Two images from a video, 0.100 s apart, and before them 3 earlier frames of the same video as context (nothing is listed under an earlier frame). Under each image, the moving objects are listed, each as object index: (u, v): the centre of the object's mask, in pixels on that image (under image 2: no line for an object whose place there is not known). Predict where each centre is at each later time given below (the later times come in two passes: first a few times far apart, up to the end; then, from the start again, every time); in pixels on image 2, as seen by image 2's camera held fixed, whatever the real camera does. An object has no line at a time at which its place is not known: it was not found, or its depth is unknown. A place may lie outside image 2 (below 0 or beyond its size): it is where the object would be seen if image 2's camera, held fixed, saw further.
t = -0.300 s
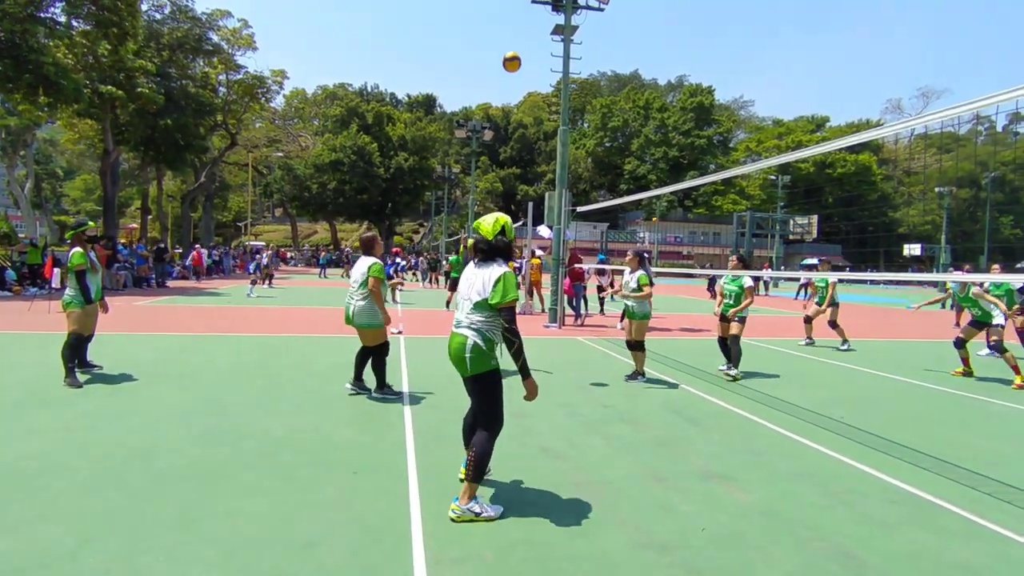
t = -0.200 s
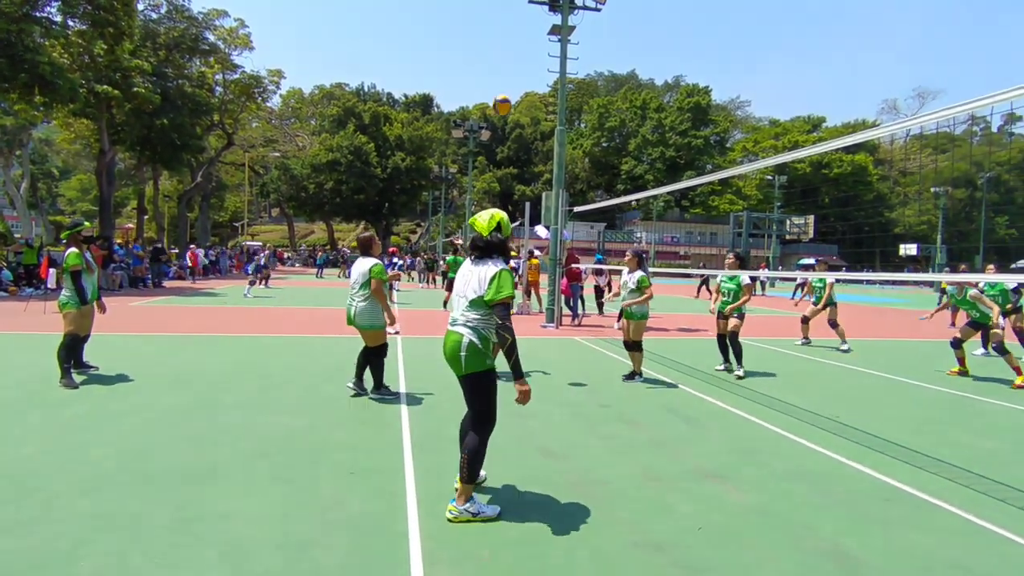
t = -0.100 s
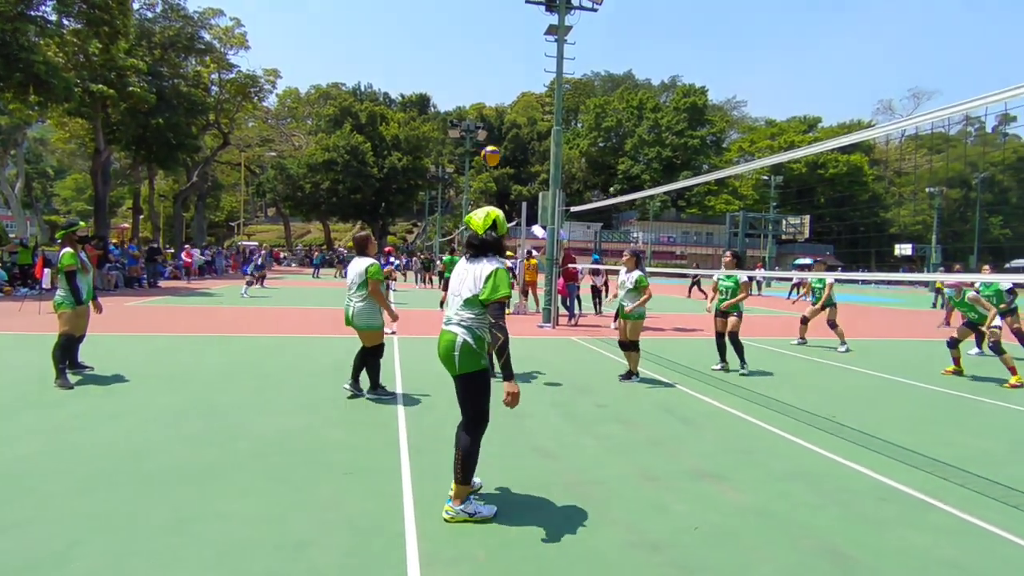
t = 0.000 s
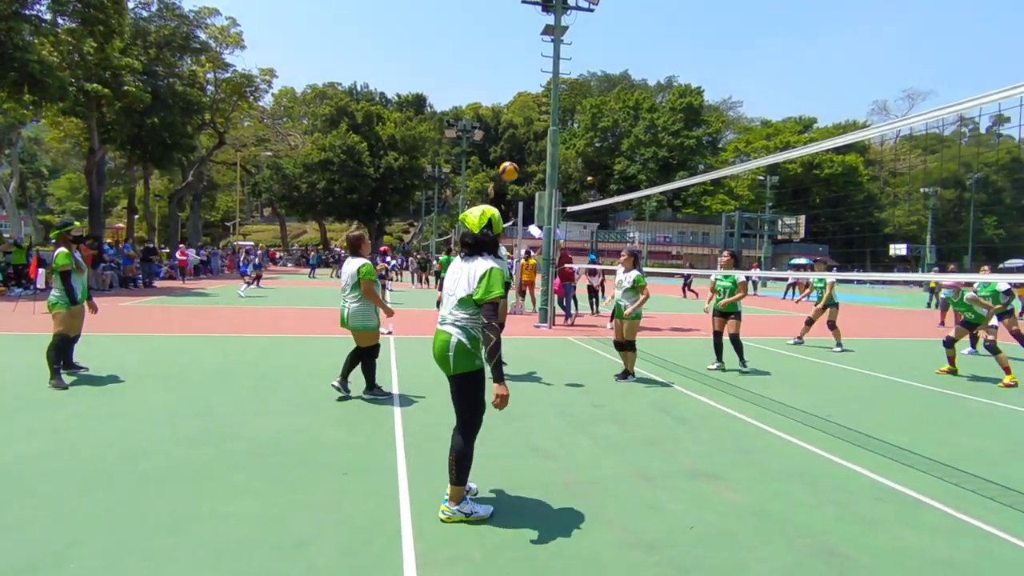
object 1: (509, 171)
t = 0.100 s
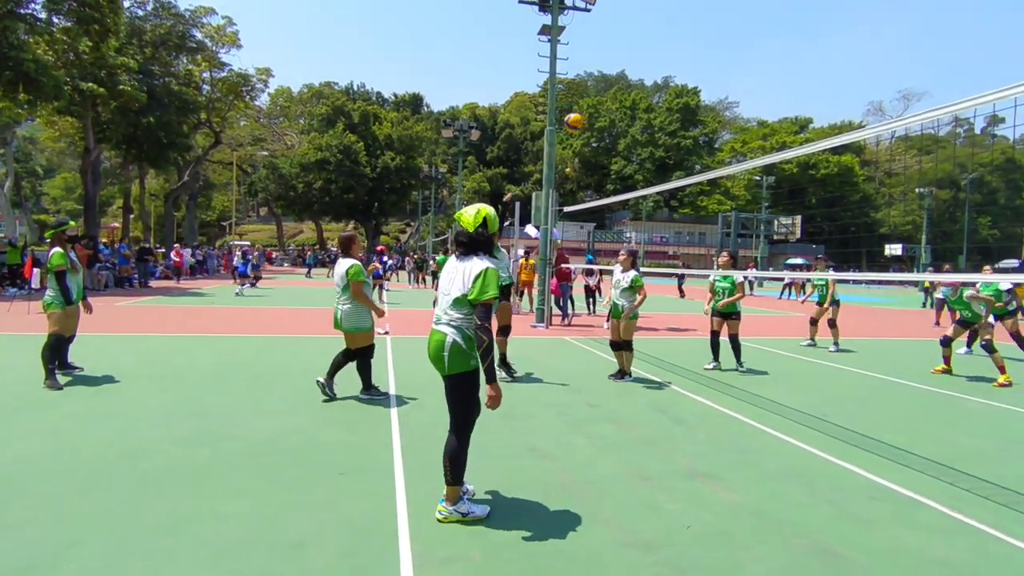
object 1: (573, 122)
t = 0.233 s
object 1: (663, 74)
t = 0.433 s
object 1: (794, 31)
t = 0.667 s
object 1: (936, 32)
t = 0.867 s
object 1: (1045, 70)
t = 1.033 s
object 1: (1121, 134)
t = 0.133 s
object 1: (596, 109)
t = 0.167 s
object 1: (619, 96)
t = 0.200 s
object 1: (641, 84)
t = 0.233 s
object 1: (663, 74)
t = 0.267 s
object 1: (685, 63)
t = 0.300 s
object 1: (707, 55)
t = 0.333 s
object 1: (729, 47)
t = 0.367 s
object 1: (751, 41)
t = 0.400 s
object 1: (773, 36)
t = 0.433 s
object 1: (794, 31)
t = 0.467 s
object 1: (815, 28)
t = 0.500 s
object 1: (835, 26)
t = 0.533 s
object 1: (856, 25)
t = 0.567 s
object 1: (877, 25)
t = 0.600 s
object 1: (897, 27)
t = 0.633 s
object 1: (917, 29)
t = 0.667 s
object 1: (936, 32)
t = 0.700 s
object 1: (955, 36)
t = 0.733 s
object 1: (975, 42)
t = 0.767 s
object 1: (993, 48)
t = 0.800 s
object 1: (1011, 55)
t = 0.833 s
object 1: (1029, 64)
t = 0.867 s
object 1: (1045, 70)
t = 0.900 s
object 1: (1063, 88)
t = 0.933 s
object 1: (1078, 95)
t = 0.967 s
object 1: (1093, 107)
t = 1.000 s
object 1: (1106, 120)
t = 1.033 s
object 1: (1121, 134)
